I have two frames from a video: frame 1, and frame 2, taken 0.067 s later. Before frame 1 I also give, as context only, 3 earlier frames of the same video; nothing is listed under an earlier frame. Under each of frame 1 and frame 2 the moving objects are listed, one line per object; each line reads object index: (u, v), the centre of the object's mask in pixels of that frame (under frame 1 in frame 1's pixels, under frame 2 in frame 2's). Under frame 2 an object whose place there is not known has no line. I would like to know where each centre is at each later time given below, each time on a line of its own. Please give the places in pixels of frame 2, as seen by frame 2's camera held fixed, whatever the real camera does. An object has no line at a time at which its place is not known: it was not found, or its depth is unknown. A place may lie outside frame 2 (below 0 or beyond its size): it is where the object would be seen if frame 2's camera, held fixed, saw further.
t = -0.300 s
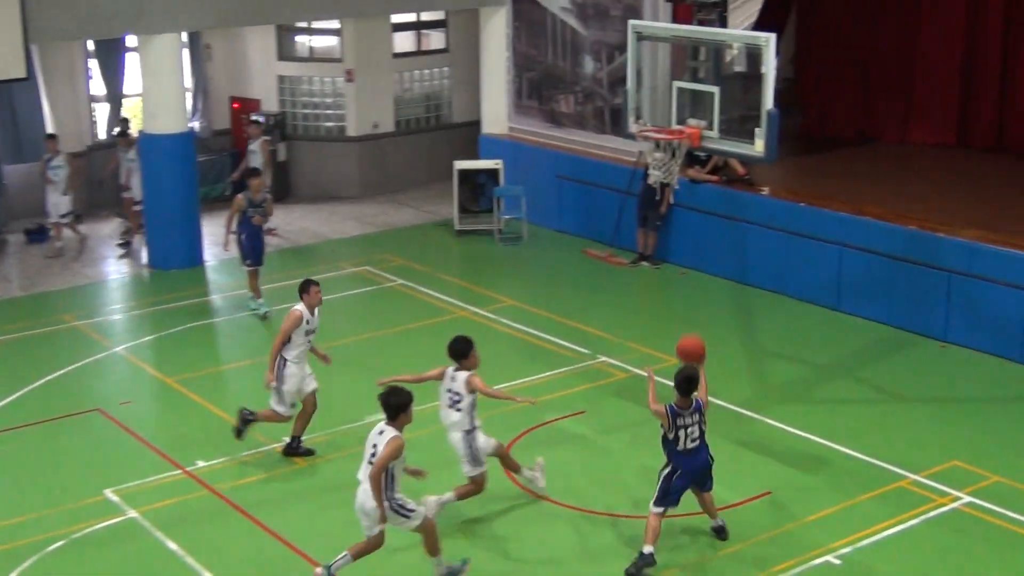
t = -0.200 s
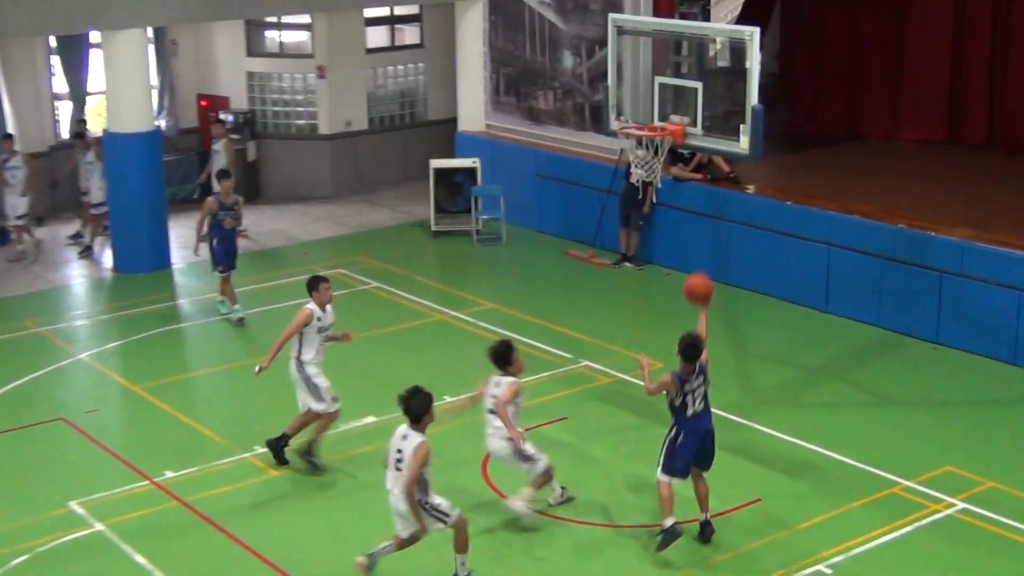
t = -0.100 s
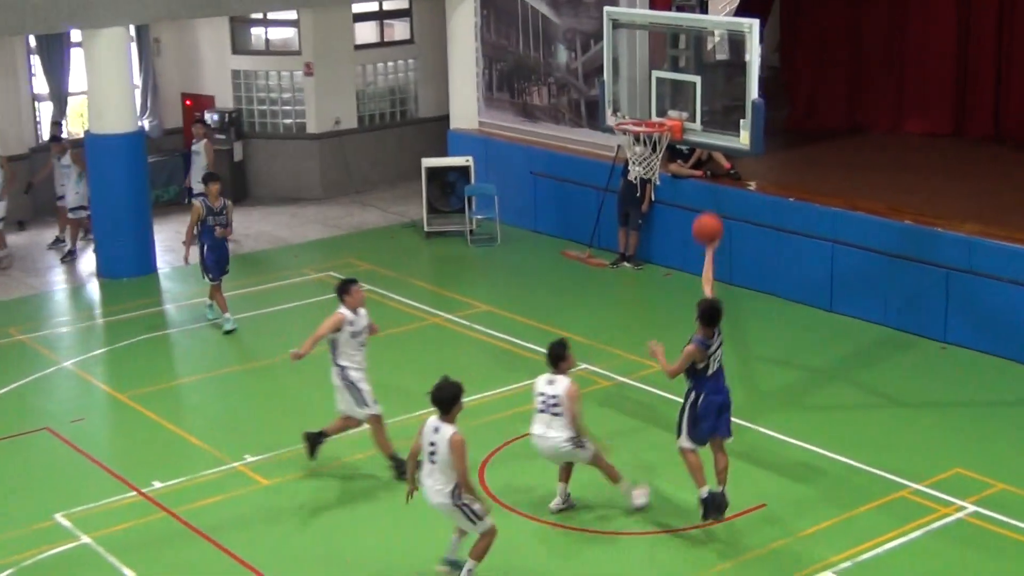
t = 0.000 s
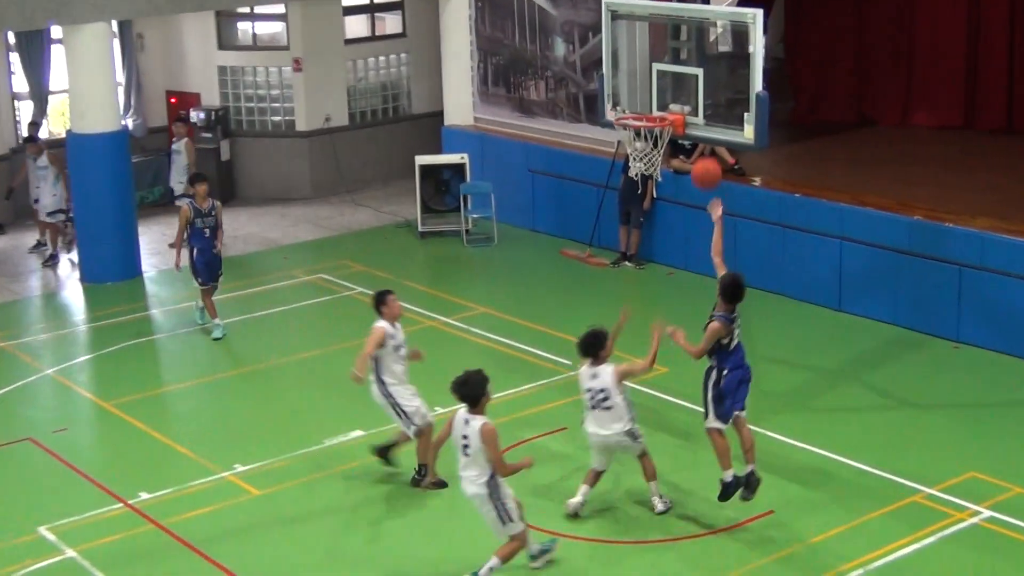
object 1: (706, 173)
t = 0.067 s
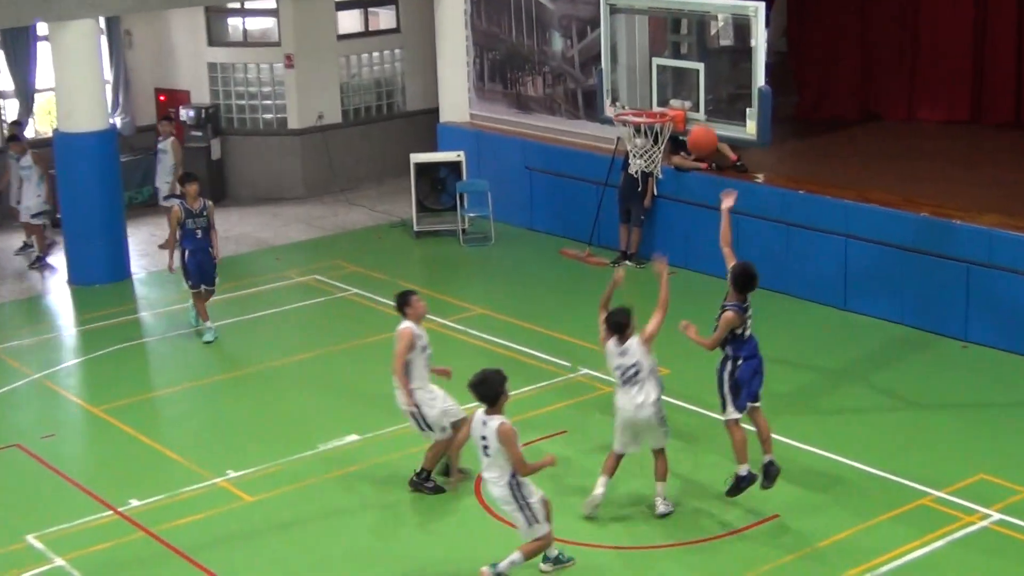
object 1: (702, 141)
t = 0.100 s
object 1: (699, 128)
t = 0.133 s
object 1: (697, 116)
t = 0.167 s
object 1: (694, 107)
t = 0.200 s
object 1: (691, 99)
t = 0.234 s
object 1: (688, 92)
